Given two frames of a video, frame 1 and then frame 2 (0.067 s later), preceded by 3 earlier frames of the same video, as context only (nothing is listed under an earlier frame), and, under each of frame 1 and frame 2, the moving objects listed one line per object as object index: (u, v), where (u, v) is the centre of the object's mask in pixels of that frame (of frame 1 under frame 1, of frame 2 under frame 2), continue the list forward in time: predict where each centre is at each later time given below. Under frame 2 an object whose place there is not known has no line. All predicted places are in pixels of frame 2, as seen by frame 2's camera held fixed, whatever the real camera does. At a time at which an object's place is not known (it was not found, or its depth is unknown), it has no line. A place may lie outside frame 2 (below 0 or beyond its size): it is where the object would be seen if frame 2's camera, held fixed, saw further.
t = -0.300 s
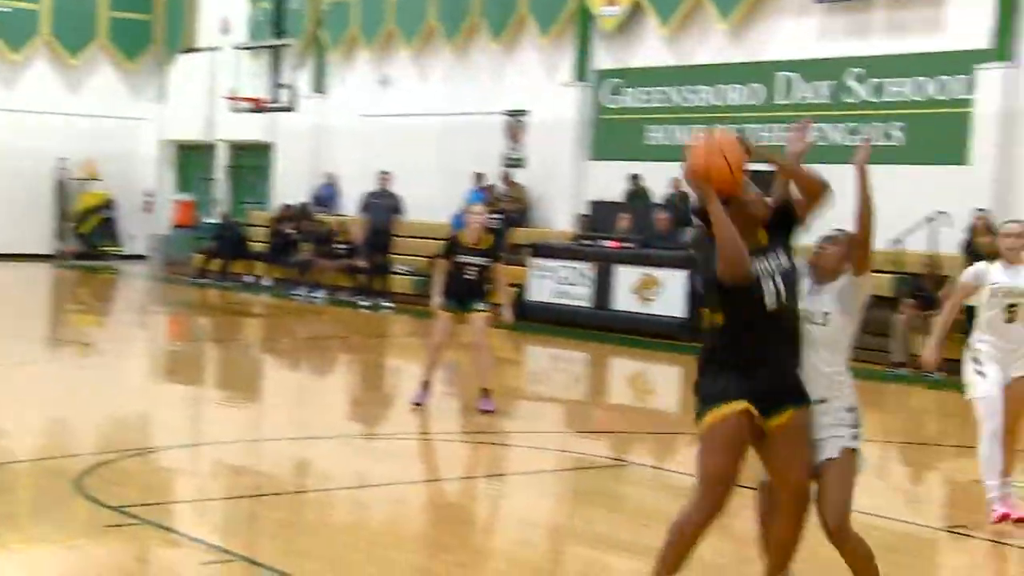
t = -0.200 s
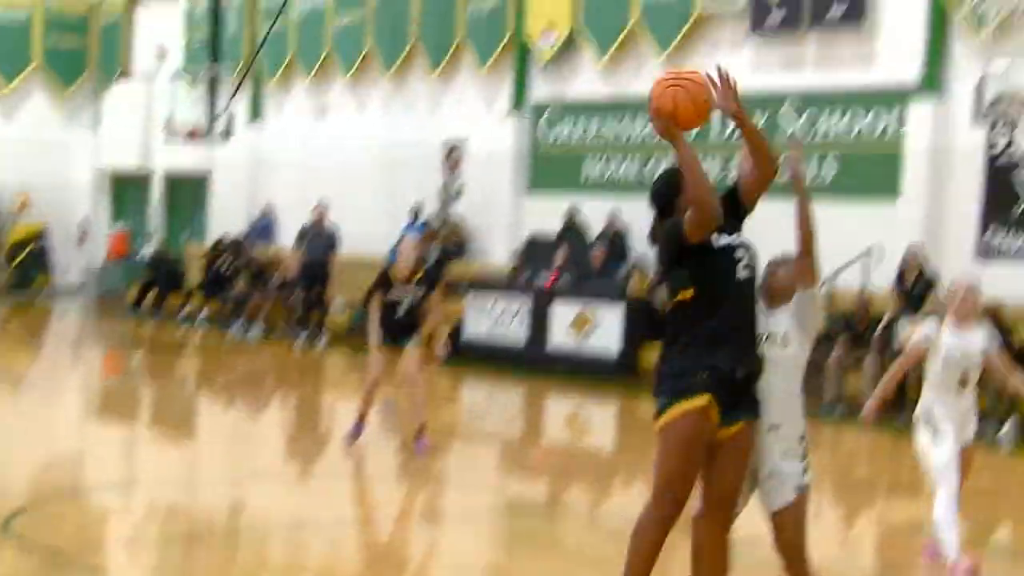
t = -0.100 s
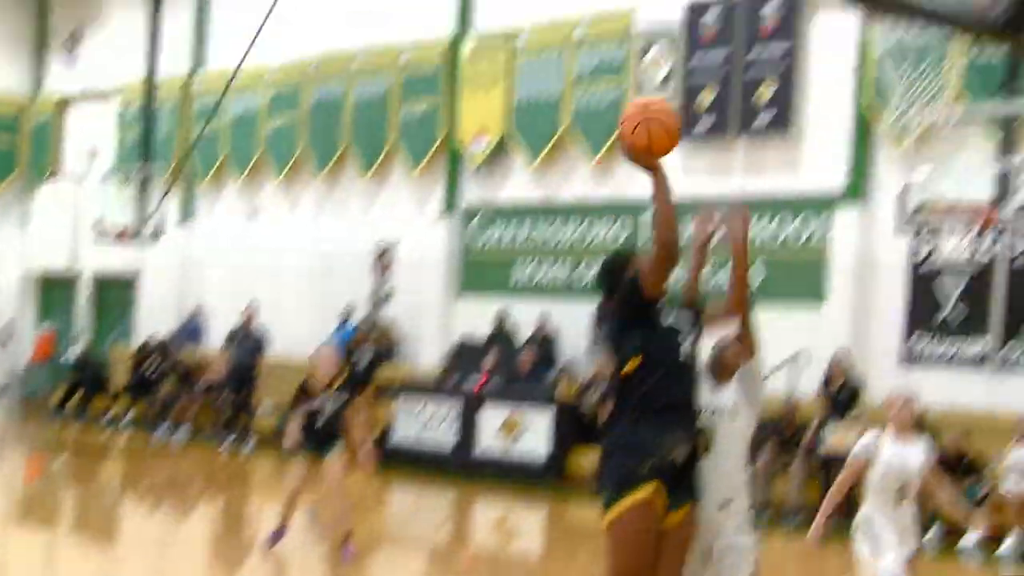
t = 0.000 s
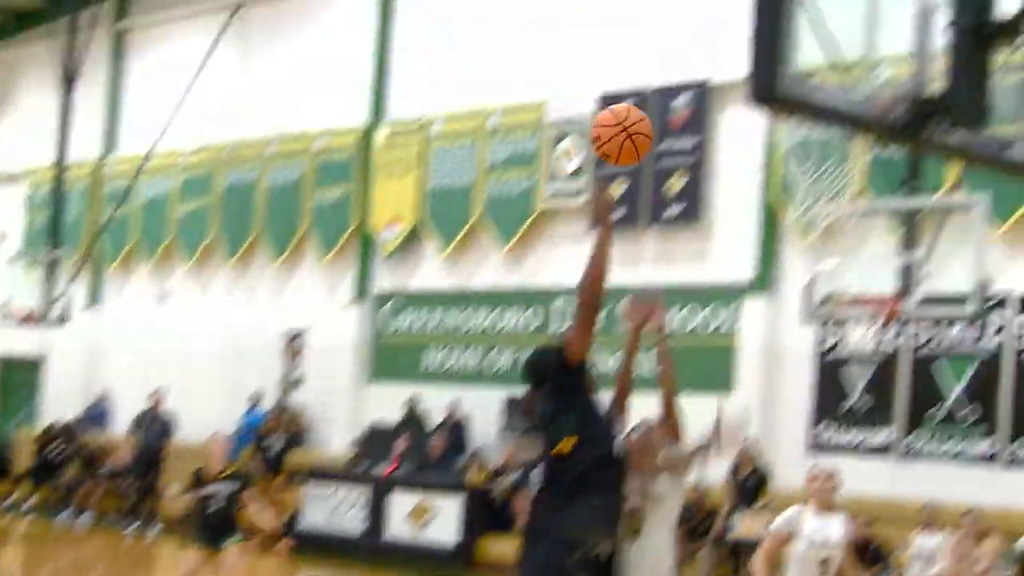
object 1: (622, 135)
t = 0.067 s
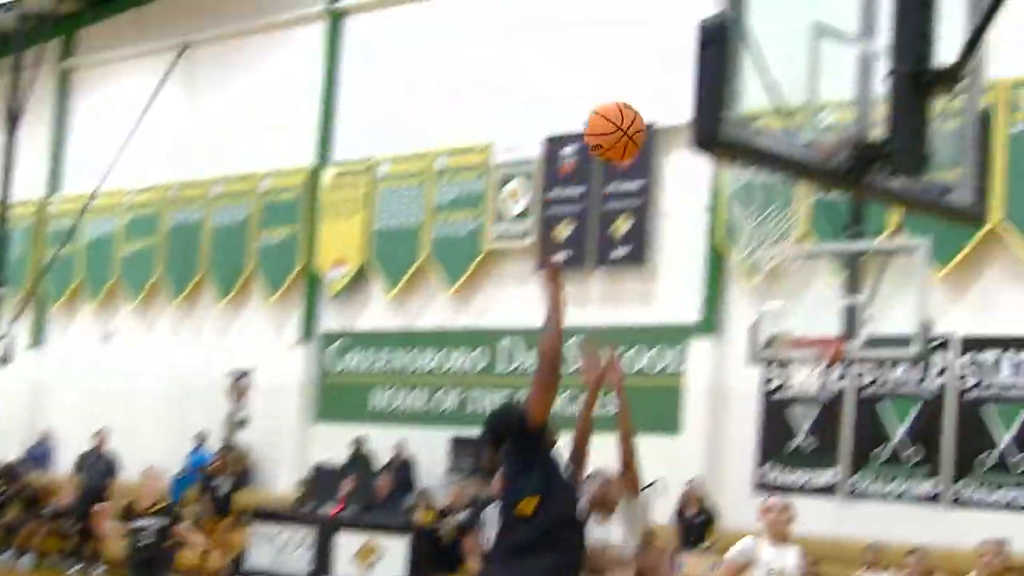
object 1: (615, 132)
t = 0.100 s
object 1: (639, 110)
